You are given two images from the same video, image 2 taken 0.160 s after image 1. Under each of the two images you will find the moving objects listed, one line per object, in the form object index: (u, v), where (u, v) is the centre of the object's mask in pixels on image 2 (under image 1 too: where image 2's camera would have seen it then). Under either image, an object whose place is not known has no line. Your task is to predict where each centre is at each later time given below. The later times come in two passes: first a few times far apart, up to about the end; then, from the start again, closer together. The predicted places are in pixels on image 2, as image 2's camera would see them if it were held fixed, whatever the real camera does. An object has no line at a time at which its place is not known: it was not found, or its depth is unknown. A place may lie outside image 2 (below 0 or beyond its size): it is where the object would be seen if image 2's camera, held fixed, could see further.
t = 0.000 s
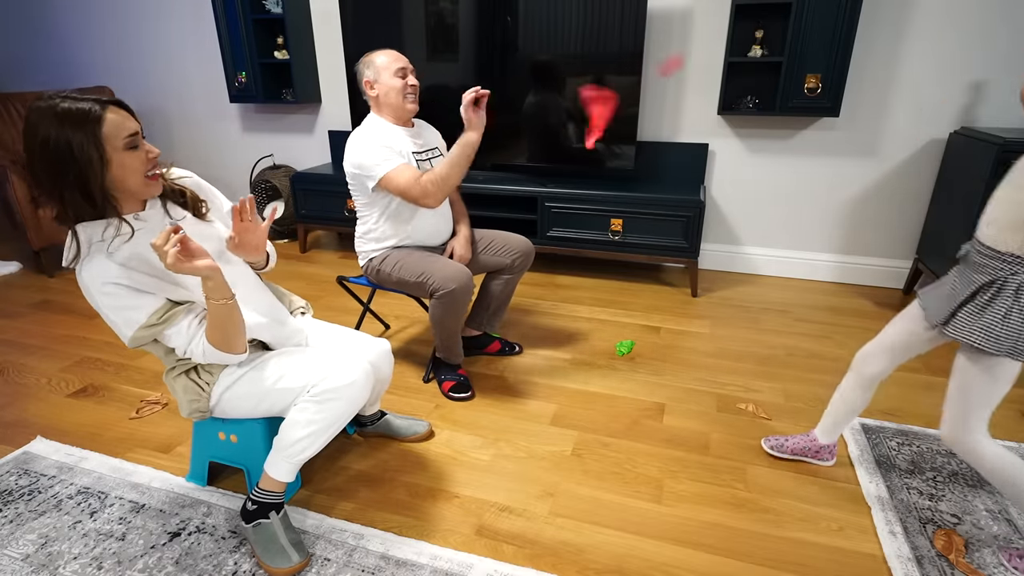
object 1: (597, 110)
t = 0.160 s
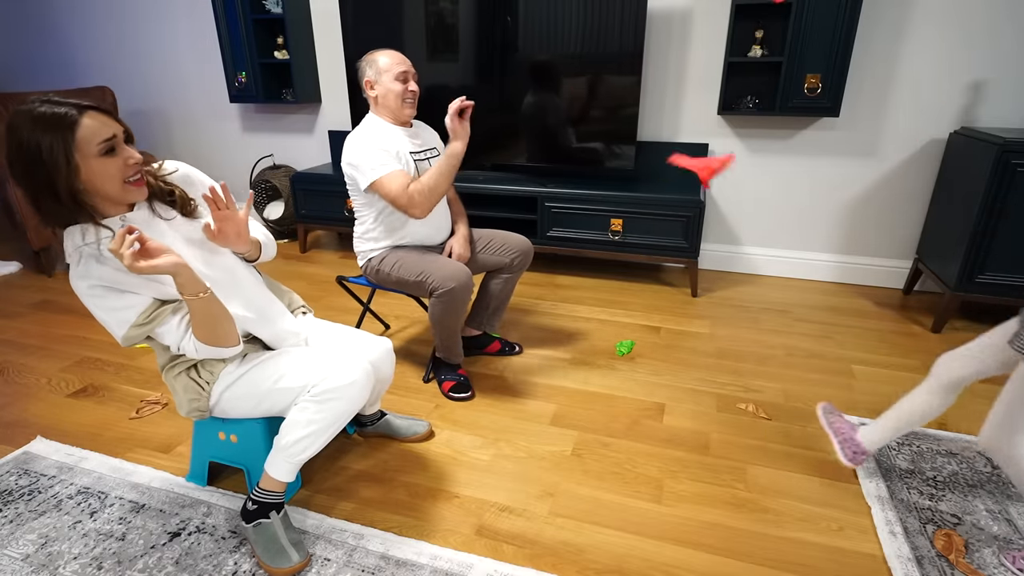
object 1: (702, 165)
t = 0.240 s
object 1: (743, 214)
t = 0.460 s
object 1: (726, 361)
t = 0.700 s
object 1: (707, 504)
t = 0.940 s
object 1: (709, 508)
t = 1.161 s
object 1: (709, 508)
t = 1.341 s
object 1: (709, 508)
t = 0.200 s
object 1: (728, 184)
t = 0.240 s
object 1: (743, 214)
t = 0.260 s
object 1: (746, 225)
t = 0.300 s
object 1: (749, 245)
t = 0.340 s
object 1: (742, 270)
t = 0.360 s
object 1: (736, 287)
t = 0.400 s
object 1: (728, 316)
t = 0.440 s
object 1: (727, 348)
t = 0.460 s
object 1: (726, 361)
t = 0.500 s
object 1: (728, 391)
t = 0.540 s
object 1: (725, 423)
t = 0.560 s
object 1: (722, 440)
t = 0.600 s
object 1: (713, 474)
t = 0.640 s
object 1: (706, 502)
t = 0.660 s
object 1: (706, 506)
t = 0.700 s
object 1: (707, 504)
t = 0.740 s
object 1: (707, 505)
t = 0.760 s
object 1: (707, 505)
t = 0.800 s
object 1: (707, 506)
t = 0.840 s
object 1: (707, 507)
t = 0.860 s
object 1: (707, 507)
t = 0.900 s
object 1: (708, 507)
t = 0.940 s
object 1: (709, 508)
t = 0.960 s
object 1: (709, 508)
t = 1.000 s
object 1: (709, 508)
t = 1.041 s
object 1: (709, 508)
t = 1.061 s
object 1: (709, 508)
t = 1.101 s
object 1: (709, 508)
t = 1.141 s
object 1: (709, 508)
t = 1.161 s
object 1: (709, 508)
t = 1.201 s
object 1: (709, 508)
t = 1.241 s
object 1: (709, 508)
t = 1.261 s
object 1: (709, 508)
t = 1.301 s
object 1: (709, 508)
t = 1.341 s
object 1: (709, 508)
